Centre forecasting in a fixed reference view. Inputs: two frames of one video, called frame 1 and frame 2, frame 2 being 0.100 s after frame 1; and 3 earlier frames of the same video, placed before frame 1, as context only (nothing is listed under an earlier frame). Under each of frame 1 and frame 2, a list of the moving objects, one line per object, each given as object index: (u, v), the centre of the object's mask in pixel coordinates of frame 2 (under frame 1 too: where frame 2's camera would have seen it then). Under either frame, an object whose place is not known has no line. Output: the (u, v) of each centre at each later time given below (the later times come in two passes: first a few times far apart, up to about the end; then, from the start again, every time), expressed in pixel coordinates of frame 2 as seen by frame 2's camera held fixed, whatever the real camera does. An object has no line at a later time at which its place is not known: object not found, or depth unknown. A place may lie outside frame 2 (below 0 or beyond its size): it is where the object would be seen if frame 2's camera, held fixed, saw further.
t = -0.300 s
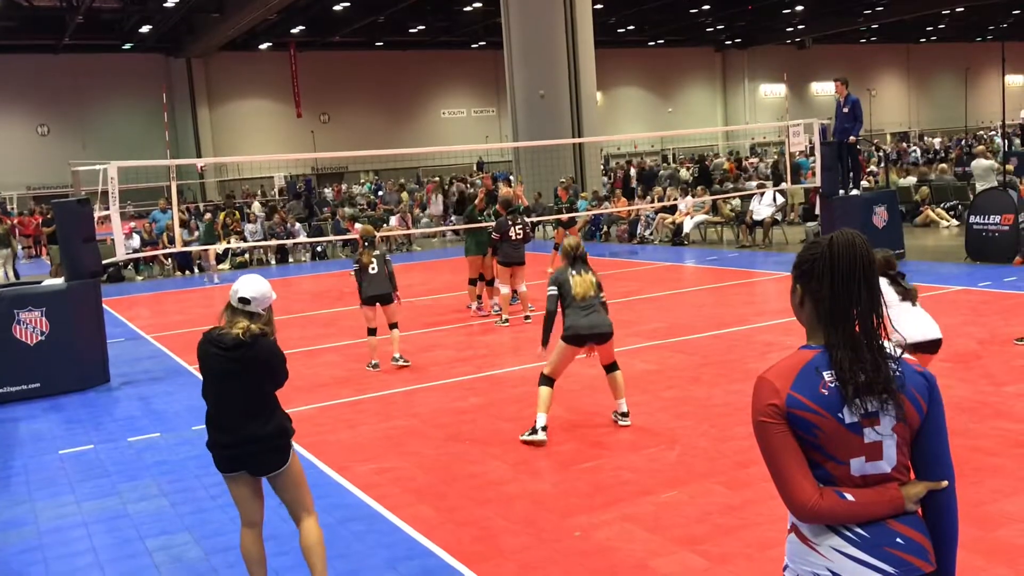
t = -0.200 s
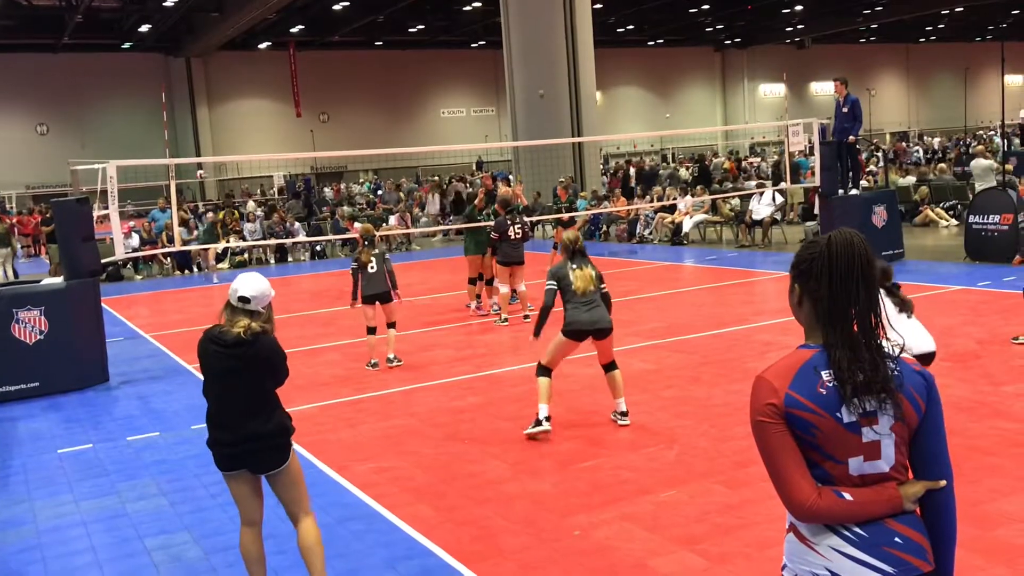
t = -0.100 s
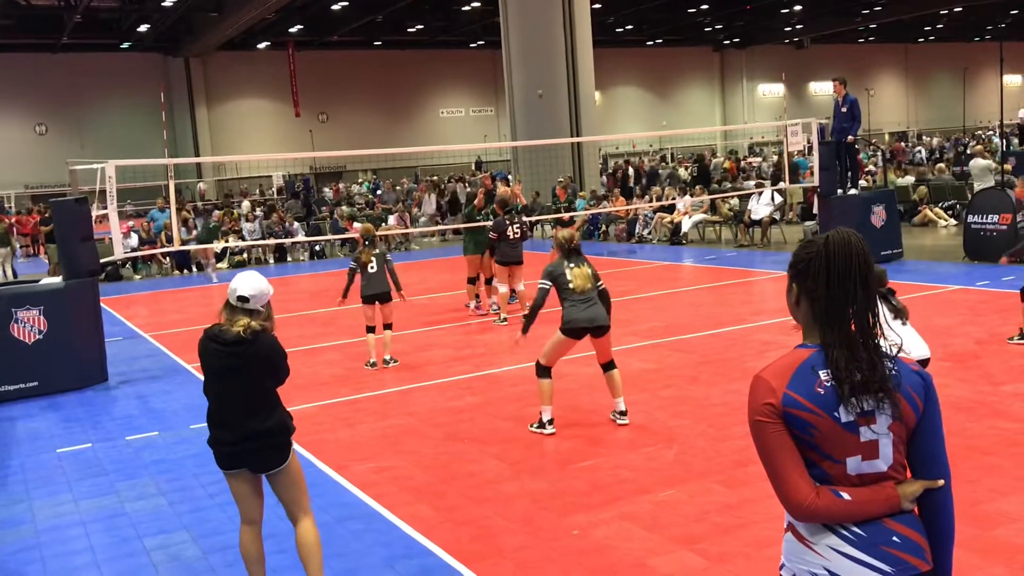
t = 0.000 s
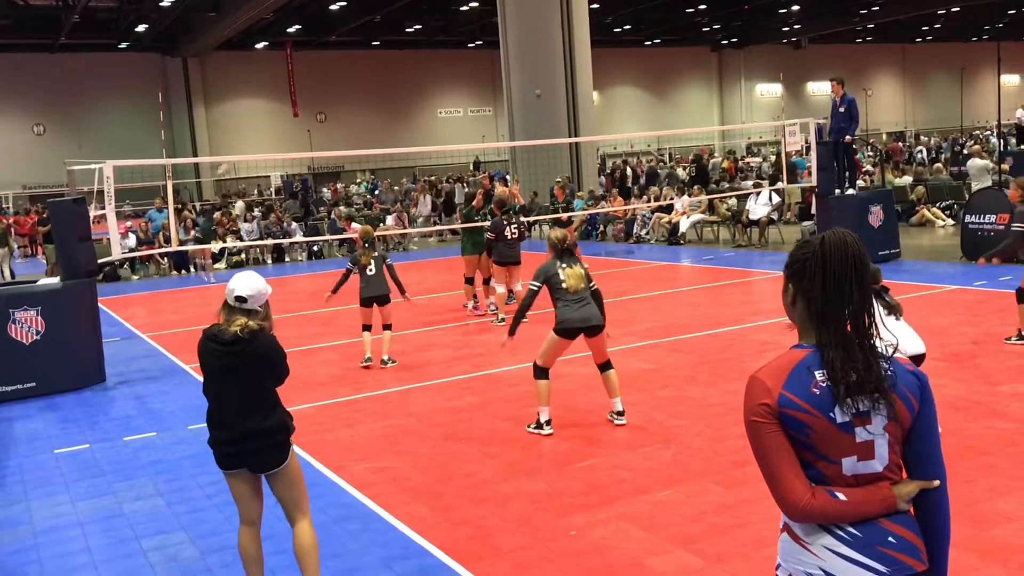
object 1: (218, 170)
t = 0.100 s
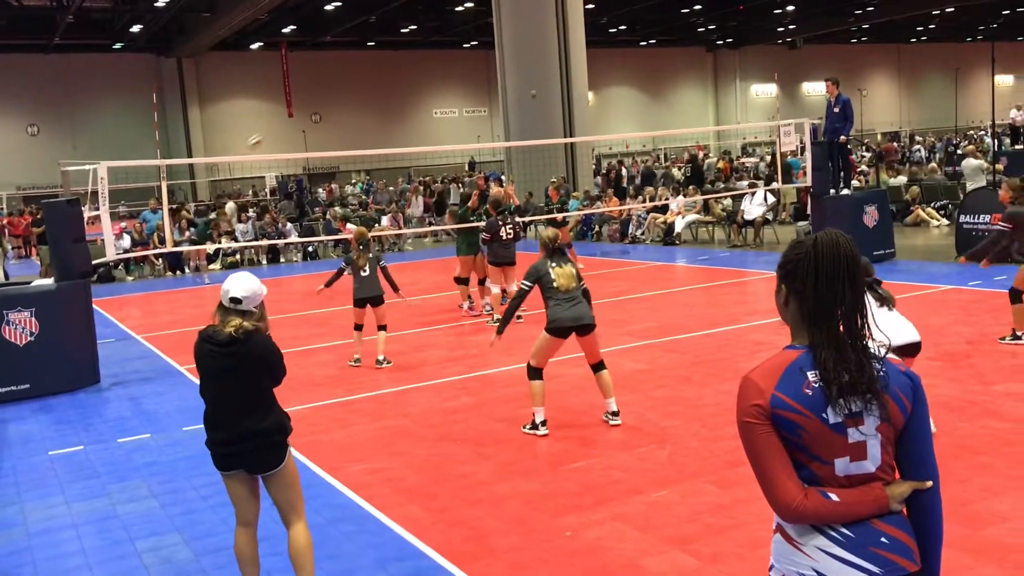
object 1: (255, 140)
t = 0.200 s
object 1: (296, 114)
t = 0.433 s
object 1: (411, 70)
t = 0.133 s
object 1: (267, 131)
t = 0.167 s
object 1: (281, 122)
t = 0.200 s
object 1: (296, 114)
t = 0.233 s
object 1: (310, 106)
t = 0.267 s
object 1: (325, 98)
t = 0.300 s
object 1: (342, 91)
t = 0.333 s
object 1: (358, 85)
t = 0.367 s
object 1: (375, 80)
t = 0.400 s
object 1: (393, 73)
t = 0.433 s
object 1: (411, 70)
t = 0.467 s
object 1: (429, 67)
